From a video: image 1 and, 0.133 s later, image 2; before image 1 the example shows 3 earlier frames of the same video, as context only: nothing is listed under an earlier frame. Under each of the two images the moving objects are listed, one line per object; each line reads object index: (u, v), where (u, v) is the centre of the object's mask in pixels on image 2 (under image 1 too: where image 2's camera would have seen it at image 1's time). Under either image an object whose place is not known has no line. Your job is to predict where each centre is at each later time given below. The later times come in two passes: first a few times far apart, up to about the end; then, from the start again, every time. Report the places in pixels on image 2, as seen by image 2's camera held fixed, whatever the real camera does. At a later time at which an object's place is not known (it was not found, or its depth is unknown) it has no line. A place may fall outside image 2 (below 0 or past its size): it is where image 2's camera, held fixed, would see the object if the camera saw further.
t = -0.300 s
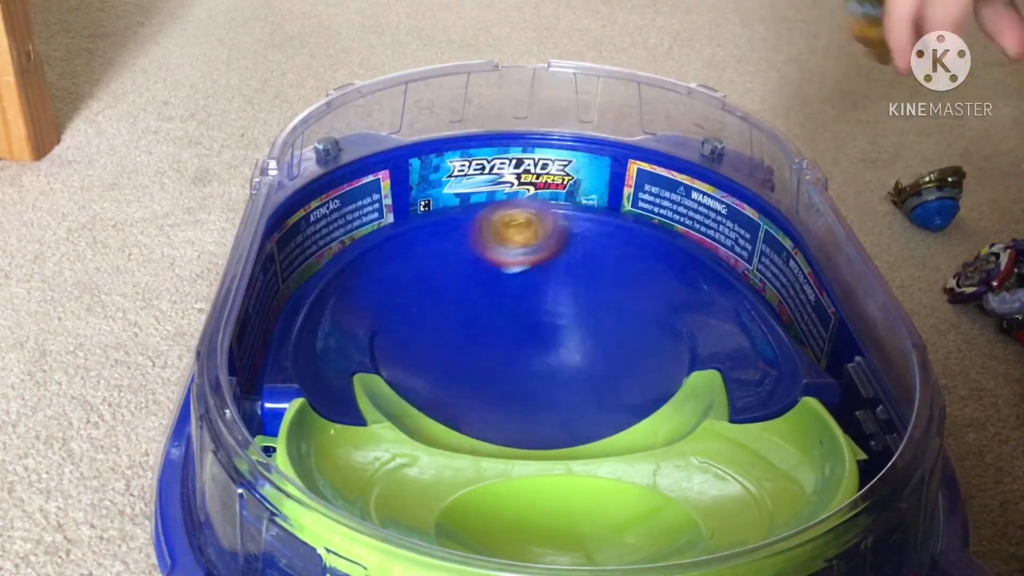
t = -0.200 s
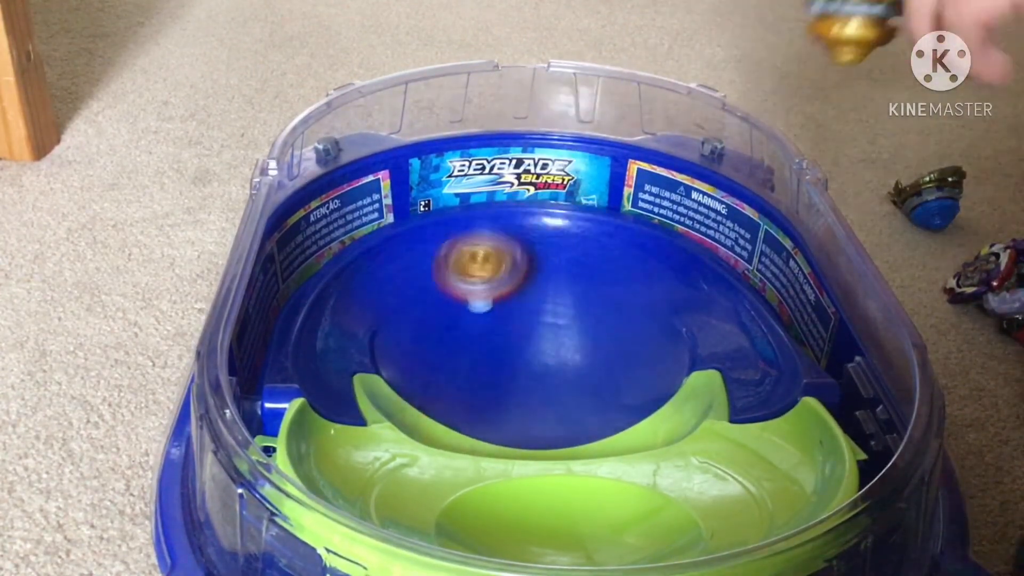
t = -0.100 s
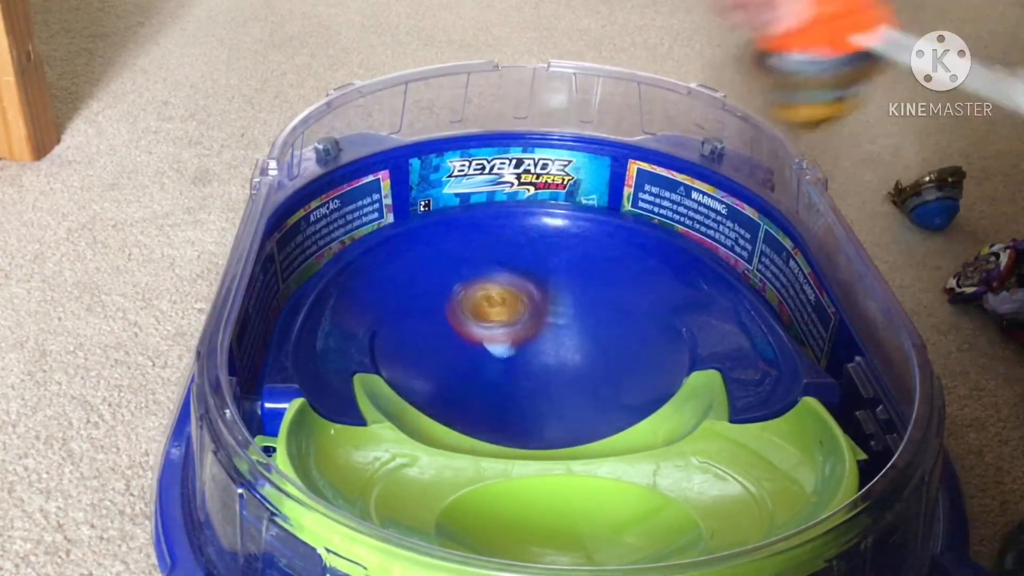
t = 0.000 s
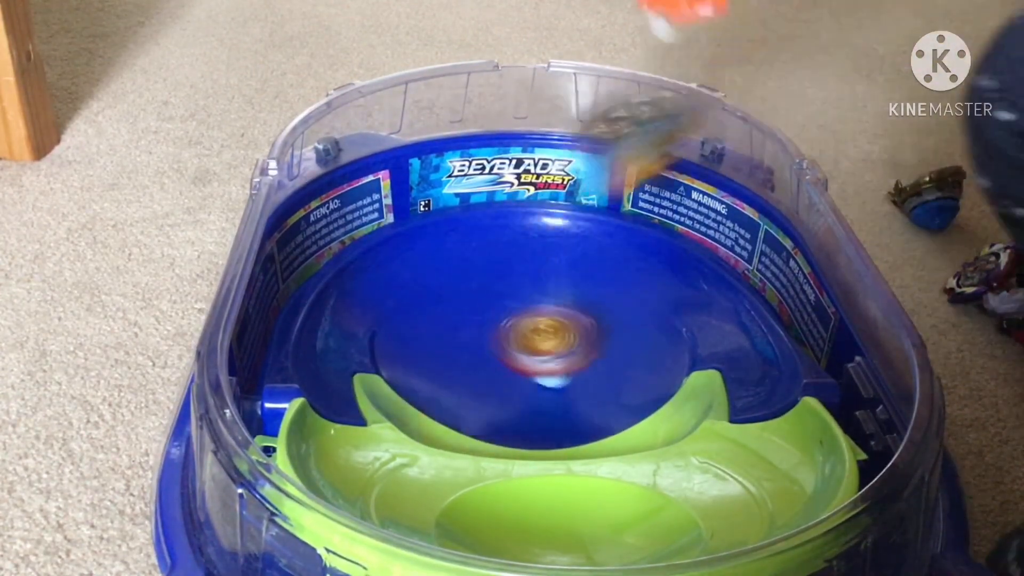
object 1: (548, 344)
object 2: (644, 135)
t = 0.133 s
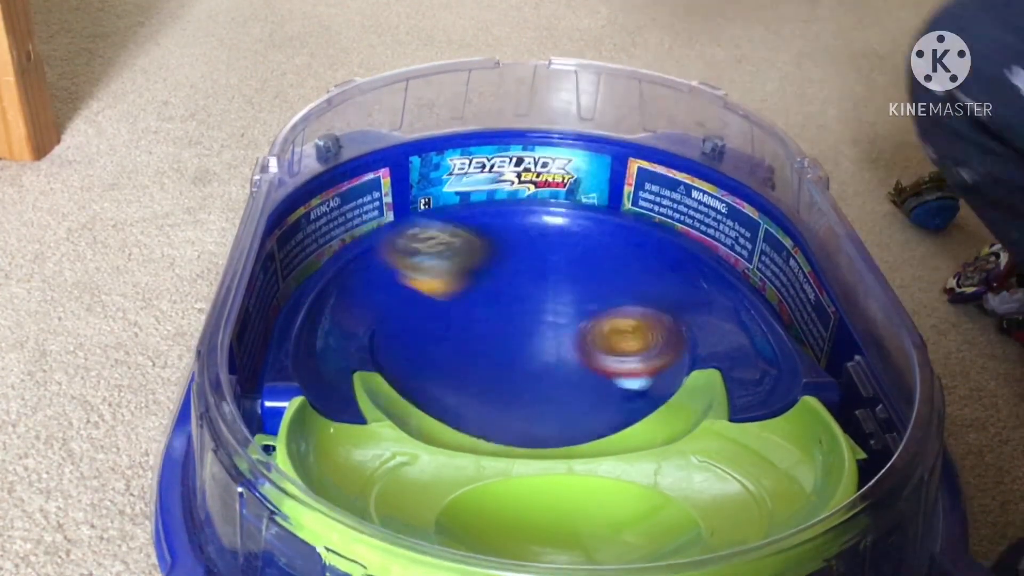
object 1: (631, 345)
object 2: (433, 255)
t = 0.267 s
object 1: (673, 323)
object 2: (406, 302)
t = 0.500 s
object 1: (597, 302)
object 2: (619, 383)
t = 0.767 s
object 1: (489, 360)
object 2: (523, 225)
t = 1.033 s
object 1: (527, 395)
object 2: (364, 348)
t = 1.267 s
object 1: (535, 370)
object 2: (672, 472)
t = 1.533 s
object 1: (500, 319)
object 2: (495, 433)
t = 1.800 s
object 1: (444, 294)
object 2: (481, 404)
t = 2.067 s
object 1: (484, 310)
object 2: (613, 302)
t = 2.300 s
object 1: (445, 301)
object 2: (499, 224)
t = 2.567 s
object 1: (488, 394)
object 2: (435, 324)
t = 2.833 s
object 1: (637, 368)
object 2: (661, 242)
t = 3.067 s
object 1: (615, 326)
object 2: (455, 268)
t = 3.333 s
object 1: (494, 303)
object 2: (606, 405)
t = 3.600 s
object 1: (414, 314)
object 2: (659, 302)
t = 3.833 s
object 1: (468, 350)
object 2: (468, 285)
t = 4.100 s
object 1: (579, 359)
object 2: (447, 364)
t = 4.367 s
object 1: (650, 292)
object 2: (574, 345)
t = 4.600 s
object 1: (603, 237)
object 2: (501, 288)
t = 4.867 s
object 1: (504, 278)
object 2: (446, 327)
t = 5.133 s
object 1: (480, 332)
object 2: (585, 381)
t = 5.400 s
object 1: (463, 344)
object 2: (660, 309)
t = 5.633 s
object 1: (504, 351)
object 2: (549, 285)
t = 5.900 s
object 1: (545, 357)
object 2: (462, 271)
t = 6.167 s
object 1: (631, 355)
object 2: (465, 292)
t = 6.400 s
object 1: (639, 347)
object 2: (504, 282)
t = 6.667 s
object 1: (578, 373)
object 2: (563, 276)
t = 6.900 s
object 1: (510, 374)
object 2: (567, 277)
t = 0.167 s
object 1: (646, 346)
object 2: (400, 250)
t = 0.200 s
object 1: (660, 340)
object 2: (374, 257)
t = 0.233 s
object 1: (670, 332)
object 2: (384, 278)
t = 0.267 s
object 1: (673, 323)
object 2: (406, 302)
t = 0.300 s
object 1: (668, 317)
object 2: (434, 326)
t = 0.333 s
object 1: (663, 310)
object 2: (463, 348)
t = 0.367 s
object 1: (655, 304)
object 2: (495, 371)
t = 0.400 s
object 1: (645, 300)
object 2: (529, 392)
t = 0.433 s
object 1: (630, 298)
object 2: (563, 402)
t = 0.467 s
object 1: (615, 299)
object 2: (594, 390)
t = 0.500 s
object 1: (597, 302)
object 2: (619, 383)
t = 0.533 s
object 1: (578, 306)
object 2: (635, 374)
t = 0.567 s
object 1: (562, 313)
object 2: (643, 358)
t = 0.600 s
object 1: (544, 319)
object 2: (644, 335)
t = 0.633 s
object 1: (529, 326)
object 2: (637, 314)
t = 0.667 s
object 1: (516, 334)
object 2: (620, 289)
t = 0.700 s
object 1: (504, 342)
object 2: (593, 267)
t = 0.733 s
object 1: (496, 351)
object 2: (560, 244)
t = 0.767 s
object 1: (489, 360)
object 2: (523, 225)
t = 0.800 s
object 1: (485, 370)
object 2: (485, 210)
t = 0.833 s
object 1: (484, 379)
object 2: (448, 215)
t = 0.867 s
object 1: (485, 388)
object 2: (410, 236)
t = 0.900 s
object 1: (491, 395)
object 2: (382, 253)
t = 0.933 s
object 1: (505, 396)
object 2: (357, 276)
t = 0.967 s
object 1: (516, 396)
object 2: (347, 295)
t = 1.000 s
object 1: (523, 396)
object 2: (349, 323)
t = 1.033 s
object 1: (527, 395)
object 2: (364, 348)
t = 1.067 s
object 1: (528, 394)
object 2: (396, 367)
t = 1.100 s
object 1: (535, 392)
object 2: (434, 393)
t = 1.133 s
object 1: (544, 376)
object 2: (489, 415)
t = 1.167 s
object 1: (530, 373)
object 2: (539, 434)
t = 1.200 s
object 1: (534, 381)
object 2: (602, 463)
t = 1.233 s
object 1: (535, 376)
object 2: (643, 471)
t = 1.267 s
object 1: (535, 370)
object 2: (672, 472)
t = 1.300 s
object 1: (534, 363)
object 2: (686, 470)
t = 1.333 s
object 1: (531, 357)
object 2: (685, 471)
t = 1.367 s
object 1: (528, 350)
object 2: (666, 470)
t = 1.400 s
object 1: (523, 344)
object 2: (642, 481)
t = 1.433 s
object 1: (517, 338)
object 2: (604, 474)
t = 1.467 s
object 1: (512, 331)
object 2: (566, 458)
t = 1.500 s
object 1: (506, 325)
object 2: (528, 443)
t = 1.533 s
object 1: (500, 319)
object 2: (495, 433)
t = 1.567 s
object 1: (492, 314)
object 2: (465, 431)
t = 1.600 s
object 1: (485, 308)
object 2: (442, 428)
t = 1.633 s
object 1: (476, 303)
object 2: (428, 425)
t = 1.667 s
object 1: (468, 299)
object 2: (424, 420)
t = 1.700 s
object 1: (461, 297)
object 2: (427, 416)
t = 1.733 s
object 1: (454, 294)
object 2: (439, 411)
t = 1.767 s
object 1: (448, 293)
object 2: (456, 407)
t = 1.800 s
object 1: (444, 294)
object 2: (481, 404)
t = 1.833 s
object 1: (443, 296)
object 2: (507, 404)
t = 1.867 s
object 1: (444, 300)
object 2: (537, 412)
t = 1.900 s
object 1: (448, 304)
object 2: (567, 413)
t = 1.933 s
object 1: (457, 308)
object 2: (585, 394)
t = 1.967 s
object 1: (466, 310)
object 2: (598, 379)
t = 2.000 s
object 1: (478, 314)
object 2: (603, 354)
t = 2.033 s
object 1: (490, 315)
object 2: (599, 329)
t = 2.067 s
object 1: (484, 310)
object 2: (613, 302)
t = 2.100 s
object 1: (471, 304)
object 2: (624, 276)
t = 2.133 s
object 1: (462, 301)
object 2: (626, 249)
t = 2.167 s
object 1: (456, 299)
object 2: (618, 225)
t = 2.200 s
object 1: (450, 298)
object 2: (597, 208)
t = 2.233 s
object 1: (446, 298)
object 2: (571, 205)
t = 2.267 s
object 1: (444, 299)
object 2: (538, 213)
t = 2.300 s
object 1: (445, 301)
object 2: (499, 224)
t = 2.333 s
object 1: (446, 307)
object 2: (461, 237)
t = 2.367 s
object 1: (438, 324)
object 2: (443, 230)
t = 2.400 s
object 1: (433, 340)
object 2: (427, 227)
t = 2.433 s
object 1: (437, 354)
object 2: (414, 233)
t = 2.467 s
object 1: (447, 365)
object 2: (404, 249)
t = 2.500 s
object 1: (460, 375)
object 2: (402, 271)
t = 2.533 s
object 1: (473, 384)
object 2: (412, 300)
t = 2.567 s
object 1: (488, 394)
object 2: (435, 324)
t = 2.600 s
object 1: (506, 400)
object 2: (464, 338)
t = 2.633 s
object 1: (534, 401)
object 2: (509, 340)
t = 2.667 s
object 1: (569, 399)
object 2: (548, 336)
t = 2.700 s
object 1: (593, 392)
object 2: (587, 324)
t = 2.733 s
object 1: (609, 386)
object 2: (621, 308)
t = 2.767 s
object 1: (620, 381)
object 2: (644, 290)
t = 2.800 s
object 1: (628, 375)
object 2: (658, 266)
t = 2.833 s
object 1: (637, 368)
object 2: (661, 242)
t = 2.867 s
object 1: (641, 362)
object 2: (645, 221)
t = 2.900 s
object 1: (645, 356)
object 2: (627, 218)
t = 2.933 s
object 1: (645, 349)
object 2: (597, 223)
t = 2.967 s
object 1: (641, 343)
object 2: (558, 227)
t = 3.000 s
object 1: (636, 336)
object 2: (519, 235)
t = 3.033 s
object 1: (627, 331)
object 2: (483, 250)
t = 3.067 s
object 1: (615, 326)
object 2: (455, 268)
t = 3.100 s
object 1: (601, 322)
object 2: (437, 290)
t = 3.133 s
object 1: (588, 319)
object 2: (426, 314)
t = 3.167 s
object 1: (573, 315)
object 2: (428, 339)
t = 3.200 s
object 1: (558, 312)
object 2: (442, 363)
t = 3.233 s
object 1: (542, 309)
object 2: (471, 387)
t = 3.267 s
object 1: (526, 306)
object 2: (516, 400)
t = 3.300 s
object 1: (509, 305)
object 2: (566, 406)
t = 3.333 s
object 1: (494, 303)
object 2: (606, 405)
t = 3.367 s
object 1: (480, 301)
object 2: (638, 400)
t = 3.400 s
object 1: (466, 301)
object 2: (663, 384)
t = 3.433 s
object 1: (453, 300)
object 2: (675, 369)
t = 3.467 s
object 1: (440, 301)
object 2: (682, 354)
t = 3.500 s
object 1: (430, 303)
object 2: (682, 343)
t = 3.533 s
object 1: (423, 306)
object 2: (681, 327)
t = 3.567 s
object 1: (417, 309)
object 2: (673, 317)
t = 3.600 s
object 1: (414, 314)
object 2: (659, 302)
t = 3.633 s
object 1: (414, 319)
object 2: (637, 290)
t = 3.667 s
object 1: (417, 325)
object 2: (613, 282)
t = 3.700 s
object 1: (424, 330)
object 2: (584, 279)
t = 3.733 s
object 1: (433, 336)
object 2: (554, 280)
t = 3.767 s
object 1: (445, 340)
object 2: (522, 283)
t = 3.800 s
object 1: (456, 343)
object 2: (494, 285)
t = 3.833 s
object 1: (468, 350)
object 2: (468, 285)
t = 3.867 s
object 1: (478, 358)
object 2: (448, 289)
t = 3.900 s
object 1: (492, 362)
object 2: (430, 294)
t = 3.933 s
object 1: (508, 366)
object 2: (416, 301)
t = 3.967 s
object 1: (524, 369)
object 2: (407, 311)
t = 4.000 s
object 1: (539, 370)
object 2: (405, 323)
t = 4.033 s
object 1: (554, 367)
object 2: (410, 338)
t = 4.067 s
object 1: (568, 364)
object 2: (424, 352)
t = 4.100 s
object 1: (579, 359)
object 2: (447, 364)
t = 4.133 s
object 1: (593, 353)
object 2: (472, 374)
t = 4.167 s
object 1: (602, 348)
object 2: (499, 379)
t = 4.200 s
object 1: (613, 341)
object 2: (525, 381)
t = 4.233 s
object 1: (623, 332)
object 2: (544, 379)
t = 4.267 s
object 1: (634, 322)
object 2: (556, 374)
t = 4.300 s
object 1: (641, 312)
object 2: (567, 364)
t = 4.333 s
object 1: (645, 303)
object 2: (573, 354)
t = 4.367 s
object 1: (650, 292)
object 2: (574, 345)
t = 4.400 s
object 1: (652, 281)
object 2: (571, 335)
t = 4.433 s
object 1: (651, 269)
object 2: (566, 324)
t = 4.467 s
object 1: (646, 260)
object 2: (557, 315)
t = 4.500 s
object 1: (639, 251)
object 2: (545, 306)
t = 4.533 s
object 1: (630, 245)
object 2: (532, 298)
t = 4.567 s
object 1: (617, 240)
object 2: (517, 292)
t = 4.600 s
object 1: (603, 237)
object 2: (501, 288)
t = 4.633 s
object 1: (589, 237)
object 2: (485, 287)
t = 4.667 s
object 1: (574, 239)
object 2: (471, 287)
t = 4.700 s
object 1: (558, 243)
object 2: (459, 288)
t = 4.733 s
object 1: (545, 249)
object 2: (448, 293)
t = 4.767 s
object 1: (532, 257)
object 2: (442, 299)
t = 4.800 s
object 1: (521, 264)
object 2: (440, 307)
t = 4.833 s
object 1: (511, 272)
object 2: (442, 316)
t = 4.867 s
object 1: (504, 278)
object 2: (446, 327)
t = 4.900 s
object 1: (502, 284)
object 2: (450, 339)
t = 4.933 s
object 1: (499, 289)
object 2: (459, 350)
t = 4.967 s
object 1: (493, 295)
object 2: (474, 360)
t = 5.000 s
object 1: (490, 303)
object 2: (492, 369)
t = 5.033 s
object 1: (486, 311)
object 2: (512, 376)
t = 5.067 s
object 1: (484, 322)
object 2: (534, 380)
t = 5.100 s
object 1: (484, 331)
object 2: (554, 380)
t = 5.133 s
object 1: (480, 332)
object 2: (585, 381)
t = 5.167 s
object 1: (474, 330)
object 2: (619, 379)
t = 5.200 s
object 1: (469, 329)
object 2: (643, 368)
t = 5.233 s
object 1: (464, 331)
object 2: (652, 353)
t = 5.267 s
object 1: (461, 333)
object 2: (658, 347)
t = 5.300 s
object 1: (458, 336)
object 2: (664, 337)
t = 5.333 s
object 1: (458, 338)
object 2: (667, 326)
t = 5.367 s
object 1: (460, 342)
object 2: (667, 316)
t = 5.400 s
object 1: (463, 344)
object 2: (660, 309)
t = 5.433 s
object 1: (468, 345)
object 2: (650, 303)
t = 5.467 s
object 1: (475, 347)
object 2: (635, 298)
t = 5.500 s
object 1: (483, 347)
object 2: (616, 296)
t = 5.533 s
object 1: (491, 347)
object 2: (596, 296)
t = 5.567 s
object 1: (501, 346)
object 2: (574, 298)
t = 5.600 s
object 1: (506, 346)
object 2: (557, 294)
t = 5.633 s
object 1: (504, 351)
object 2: (549, 285)
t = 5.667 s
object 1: (505, 355)
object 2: (541, 276)
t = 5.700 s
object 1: (510, 358)
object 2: (529, 269)
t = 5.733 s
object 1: (515, 360)
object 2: (517, 264)
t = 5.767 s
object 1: (521, 362)
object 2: (504, 260)
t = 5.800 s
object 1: (527, 363)
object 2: (492, 259)
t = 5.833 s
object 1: (534, 362)
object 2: (480, 260)
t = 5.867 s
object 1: (540, 360)
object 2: (470, 264)
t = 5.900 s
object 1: (545, 357)
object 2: (462, 271)
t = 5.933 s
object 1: (550, 353)
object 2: (458, 278)
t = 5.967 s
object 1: (553, 349)
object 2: (457, 287)
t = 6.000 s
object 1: (556, 344)
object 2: (459, 298)
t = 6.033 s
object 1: (560, 340)
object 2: (464, 308)
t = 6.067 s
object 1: (571, 341)
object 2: (466, 307)
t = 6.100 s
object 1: (595, 348)
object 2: (463, 300)
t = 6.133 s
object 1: (617, 351)
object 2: (462, 296)
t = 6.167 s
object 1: (631, 355)
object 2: (465, 292)
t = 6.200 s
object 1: (640, 355)
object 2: (468, 289)
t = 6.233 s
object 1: (648, 353)
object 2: (471, 287)
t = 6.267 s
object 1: (656, 351)
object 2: (477, 284)
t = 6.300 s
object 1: (654, 350)
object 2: (482, 283)
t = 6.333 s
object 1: (651, 348)
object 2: (488, 283)
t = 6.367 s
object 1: (645, 347)
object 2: (496, 282)
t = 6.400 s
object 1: (639, 347)
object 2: (504, 282)
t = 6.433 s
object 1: (634, 348)
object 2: (512, 284)
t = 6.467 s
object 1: (628, 350)
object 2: (520, 285)
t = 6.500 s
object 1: (619, 351)
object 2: (529, 286)
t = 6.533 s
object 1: (608, 351)
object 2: (537, 288)
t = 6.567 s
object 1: (598, 353)
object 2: (545, 290)
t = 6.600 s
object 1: (589, 356)
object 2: (553, 286)
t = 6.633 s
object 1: (584, 366)
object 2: (558, 280)
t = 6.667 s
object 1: (578, 373)
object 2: (563, 276)
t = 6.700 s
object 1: (568, 377)
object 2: (567, 273)
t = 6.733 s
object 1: (557, 379)
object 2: (568, 271)
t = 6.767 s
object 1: (548, 380)
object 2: (569, 270)
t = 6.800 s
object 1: (538, 380)
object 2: (570, 269)
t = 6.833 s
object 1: (528, 379)
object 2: (569, 271)
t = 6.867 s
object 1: (518, 377)
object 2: (568, 273)
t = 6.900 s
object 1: (510, 374)
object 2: (567, 277)
